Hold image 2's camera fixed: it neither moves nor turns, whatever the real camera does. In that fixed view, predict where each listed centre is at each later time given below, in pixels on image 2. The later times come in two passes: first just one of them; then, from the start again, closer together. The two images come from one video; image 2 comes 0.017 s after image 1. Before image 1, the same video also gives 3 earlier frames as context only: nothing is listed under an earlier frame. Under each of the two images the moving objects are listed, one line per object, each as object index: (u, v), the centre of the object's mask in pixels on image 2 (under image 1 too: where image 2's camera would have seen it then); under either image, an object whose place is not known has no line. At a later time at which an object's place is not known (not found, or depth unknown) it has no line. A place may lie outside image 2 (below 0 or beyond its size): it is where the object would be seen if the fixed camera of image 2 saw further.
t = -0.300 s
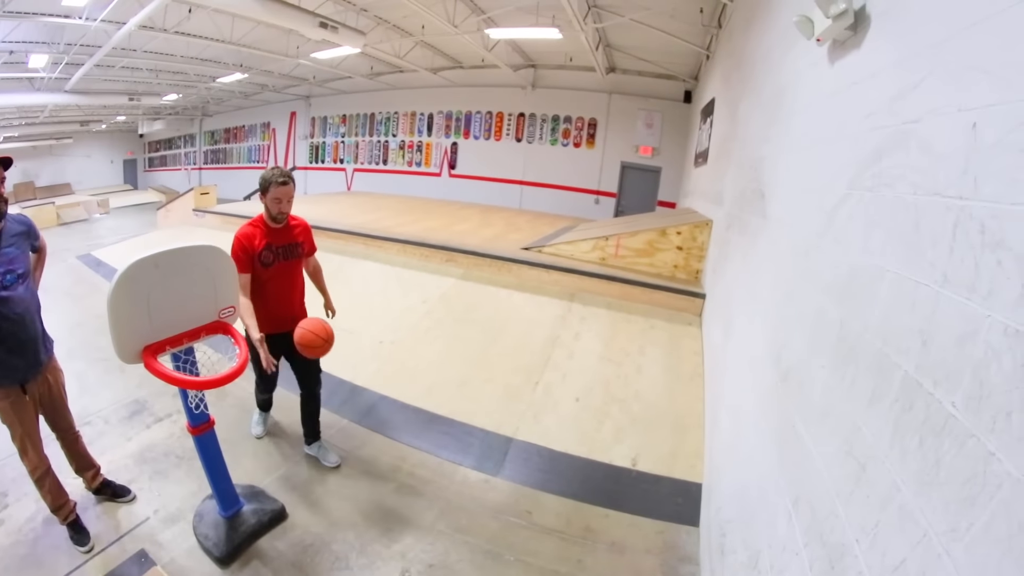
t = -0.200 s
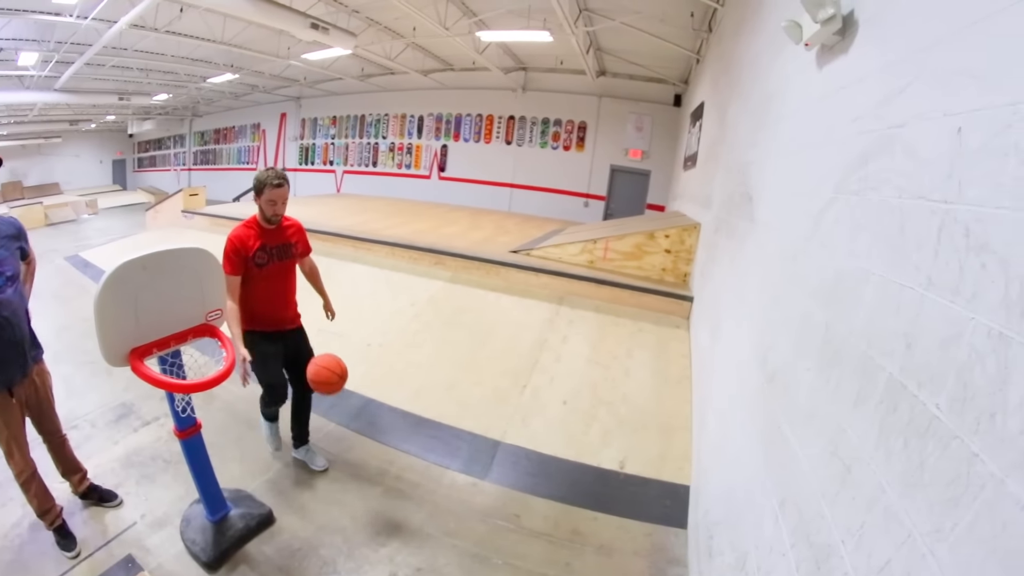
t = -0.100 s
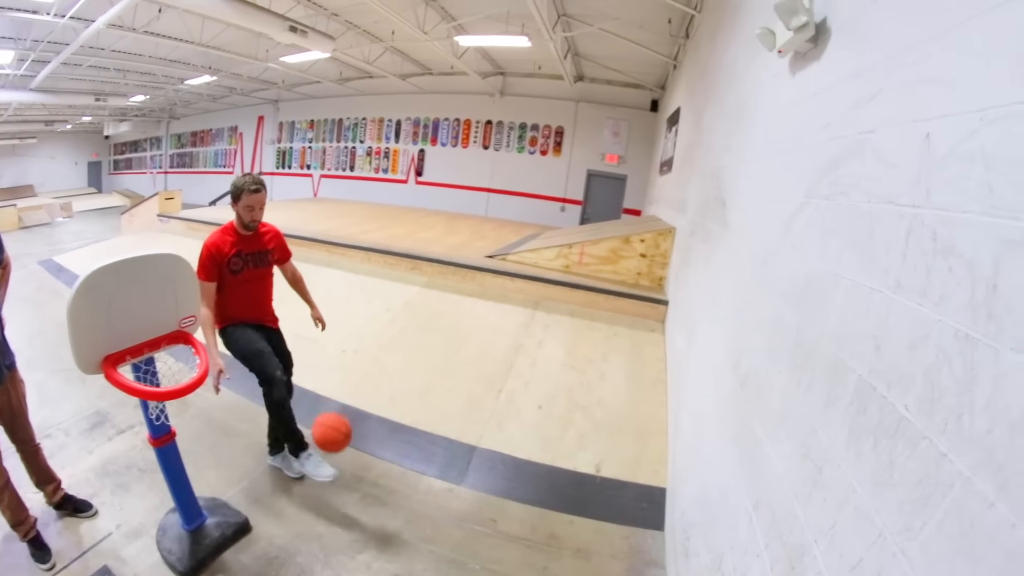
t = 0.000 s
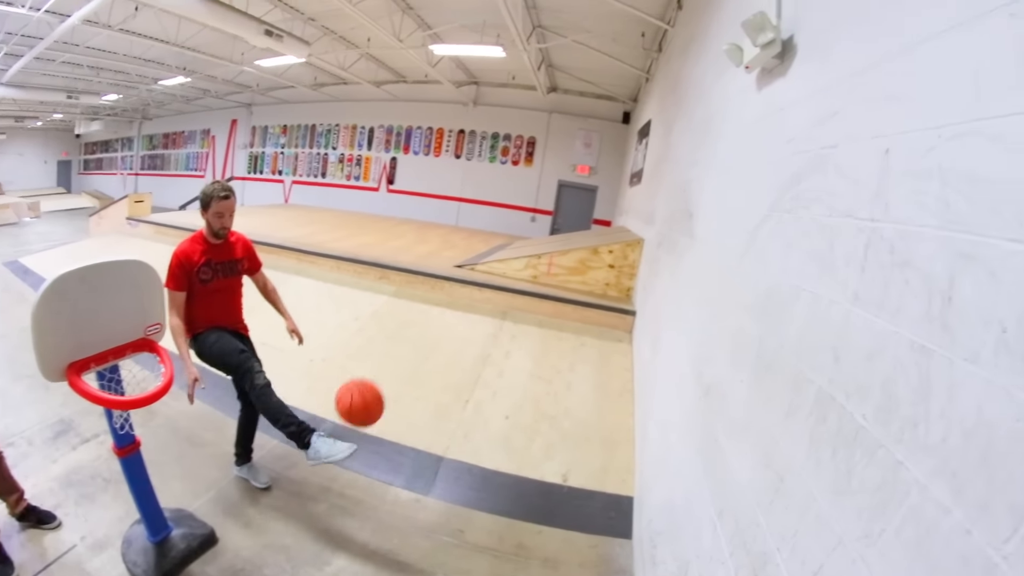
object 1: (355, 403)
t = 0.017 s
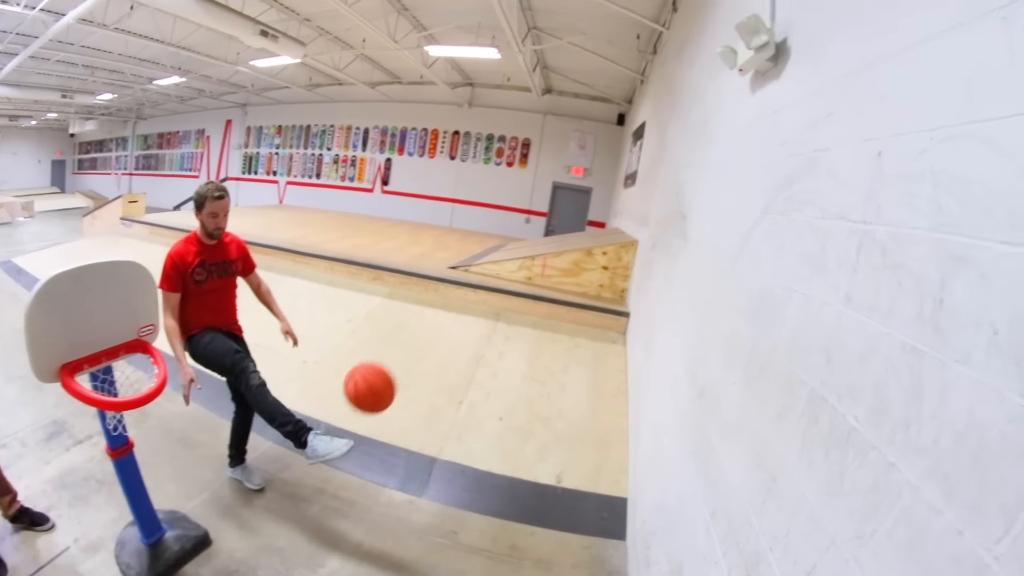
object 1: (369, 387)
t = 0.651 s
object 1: (267, 140)
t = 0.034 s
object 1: (386, 370)
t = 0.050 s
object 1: (403, 352)
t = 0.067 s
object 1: (423, 333)
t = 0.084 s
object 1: (446, 312)
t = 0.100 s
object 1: (470, 292)
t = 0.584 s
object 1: (345, 79)
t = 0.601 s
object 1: (324, 93)
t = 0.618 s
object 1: (304, 108)
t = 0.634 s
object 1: (285, 122)
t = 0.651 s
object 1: (267, 140)
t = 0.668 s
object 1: (249, 158)
